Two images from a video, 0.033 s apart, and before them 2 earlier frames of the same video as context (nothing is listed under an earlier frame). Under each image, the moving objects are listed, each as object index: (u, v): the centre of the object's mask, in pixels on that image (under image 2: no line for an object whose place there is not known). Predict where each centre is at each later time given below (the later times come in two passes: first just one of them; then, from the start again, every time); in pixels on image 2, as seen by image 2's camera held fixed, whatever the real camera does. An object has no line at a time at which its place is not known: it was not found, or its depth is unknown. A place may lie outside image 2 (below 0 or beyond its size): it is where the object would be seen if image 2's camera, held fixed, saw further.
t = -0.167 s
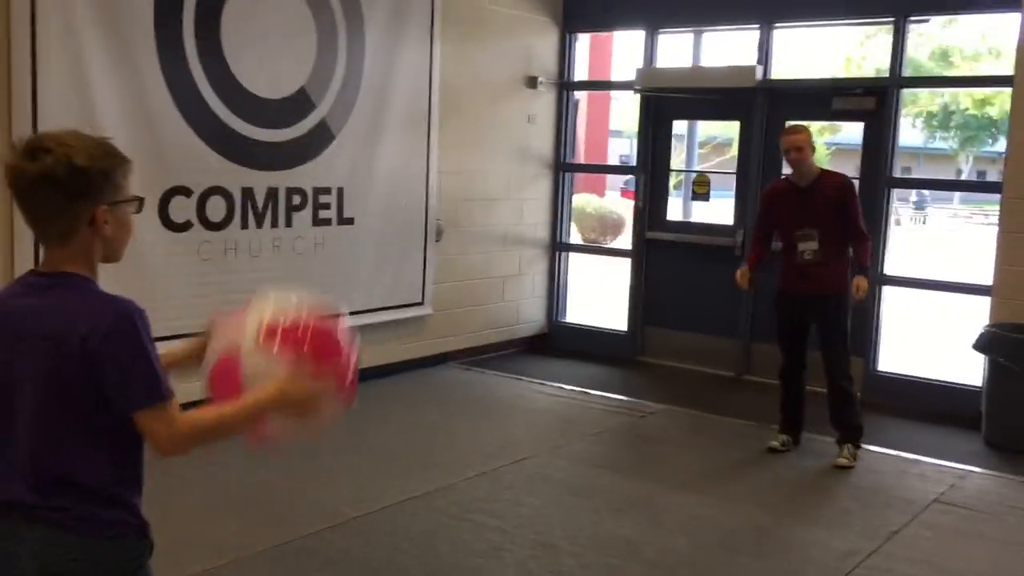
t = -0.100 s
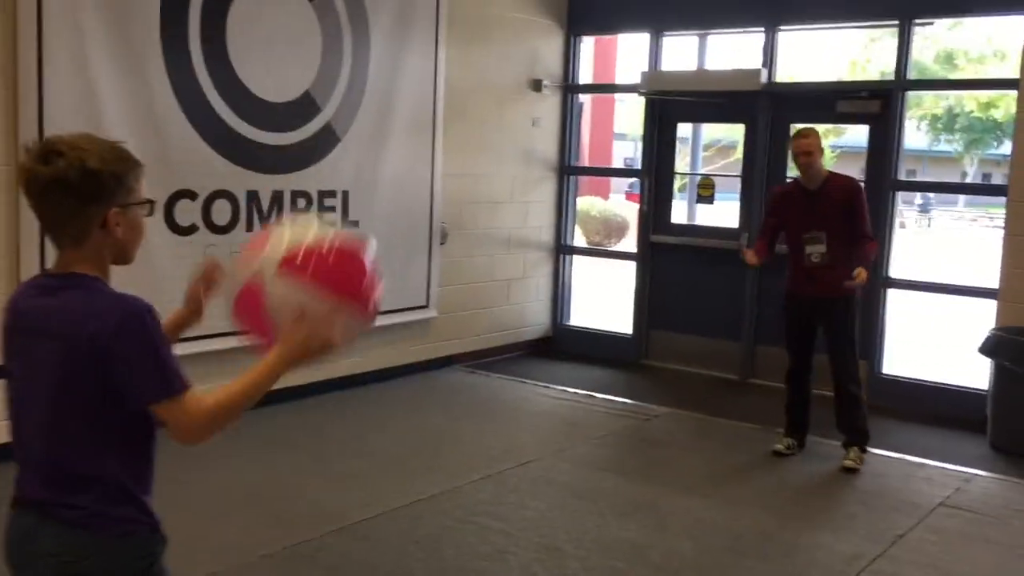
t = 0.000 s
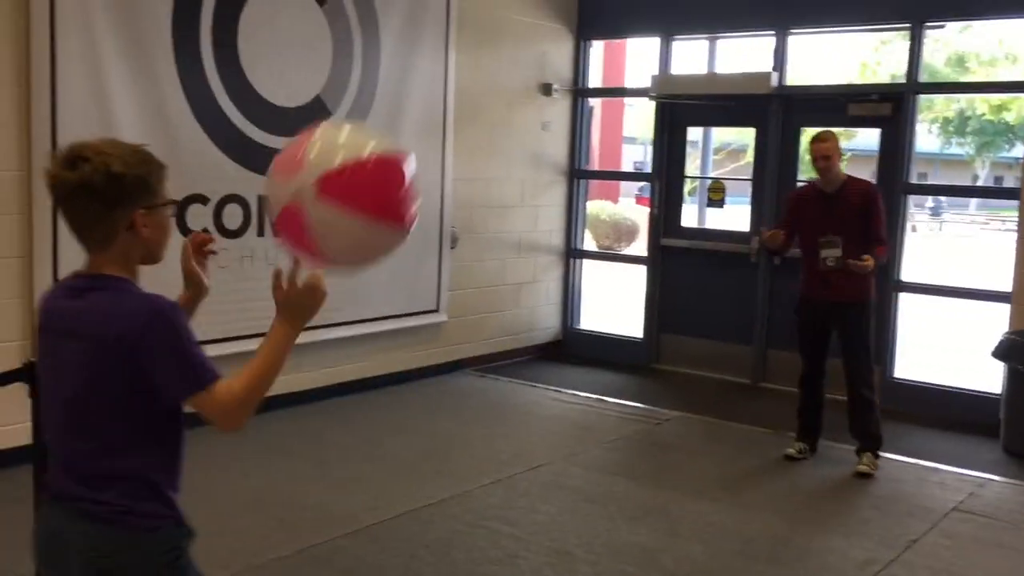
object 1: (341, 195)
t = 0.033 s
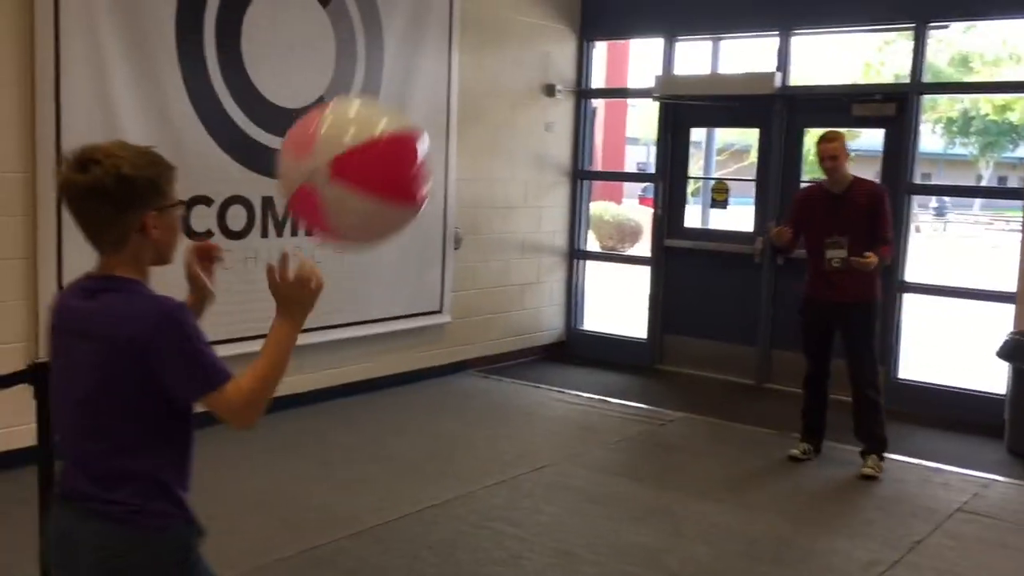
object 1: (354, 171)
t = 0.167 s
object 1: (384, 106)
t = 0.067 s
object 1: (361, 149)
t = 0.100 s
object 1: (369, 131)
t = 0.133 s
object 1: (377, 118)
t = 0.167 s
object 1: (384, 106)
